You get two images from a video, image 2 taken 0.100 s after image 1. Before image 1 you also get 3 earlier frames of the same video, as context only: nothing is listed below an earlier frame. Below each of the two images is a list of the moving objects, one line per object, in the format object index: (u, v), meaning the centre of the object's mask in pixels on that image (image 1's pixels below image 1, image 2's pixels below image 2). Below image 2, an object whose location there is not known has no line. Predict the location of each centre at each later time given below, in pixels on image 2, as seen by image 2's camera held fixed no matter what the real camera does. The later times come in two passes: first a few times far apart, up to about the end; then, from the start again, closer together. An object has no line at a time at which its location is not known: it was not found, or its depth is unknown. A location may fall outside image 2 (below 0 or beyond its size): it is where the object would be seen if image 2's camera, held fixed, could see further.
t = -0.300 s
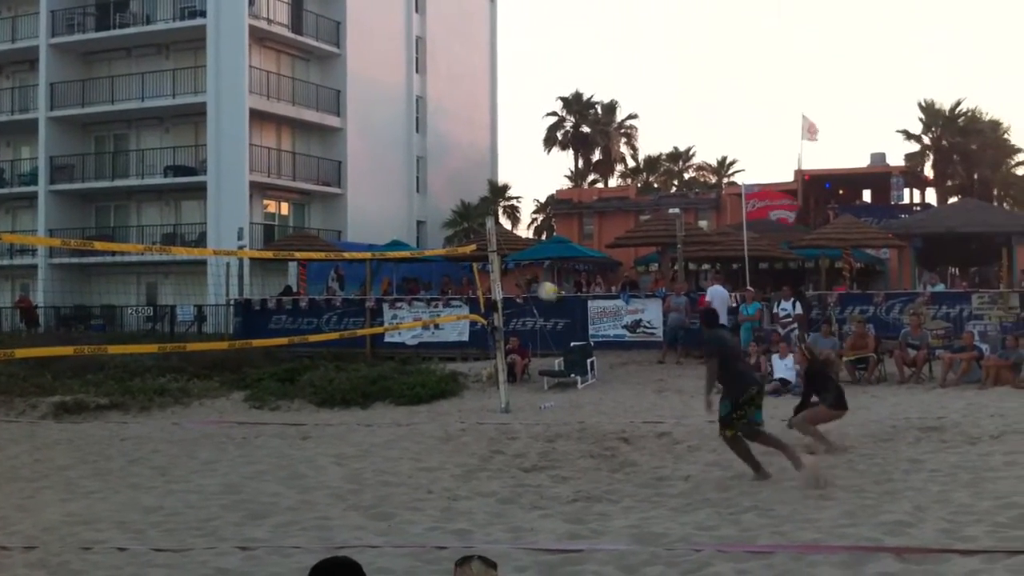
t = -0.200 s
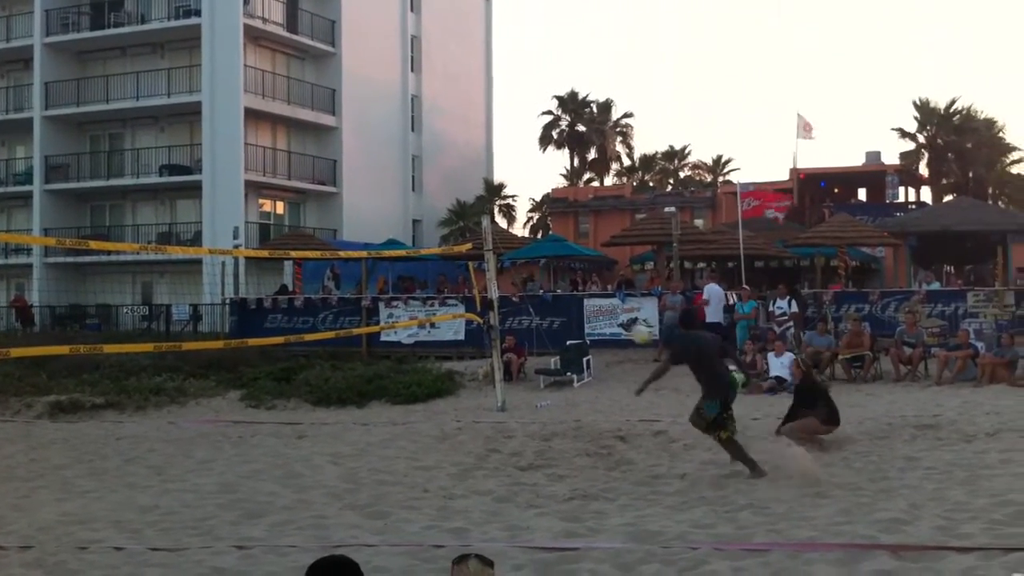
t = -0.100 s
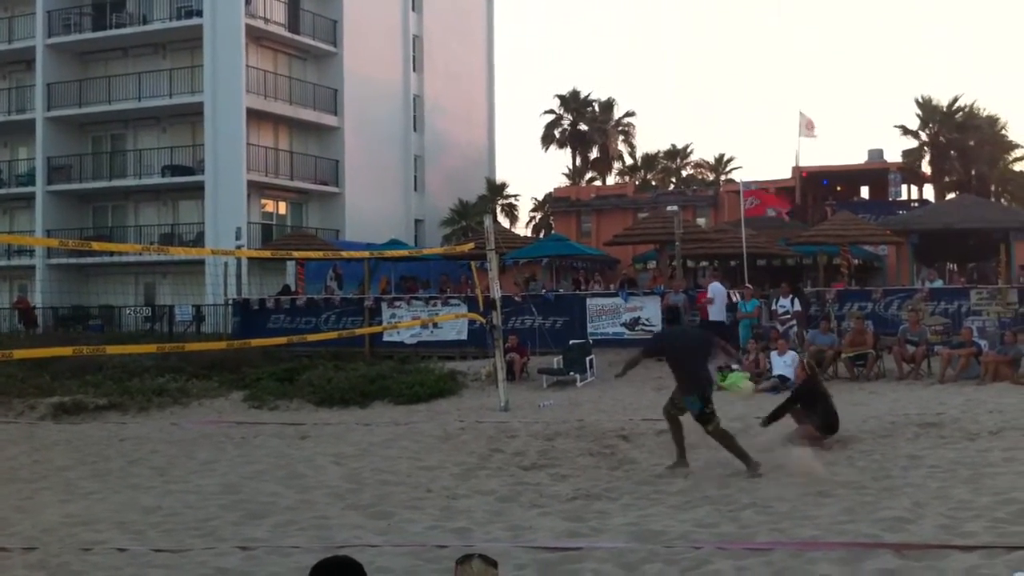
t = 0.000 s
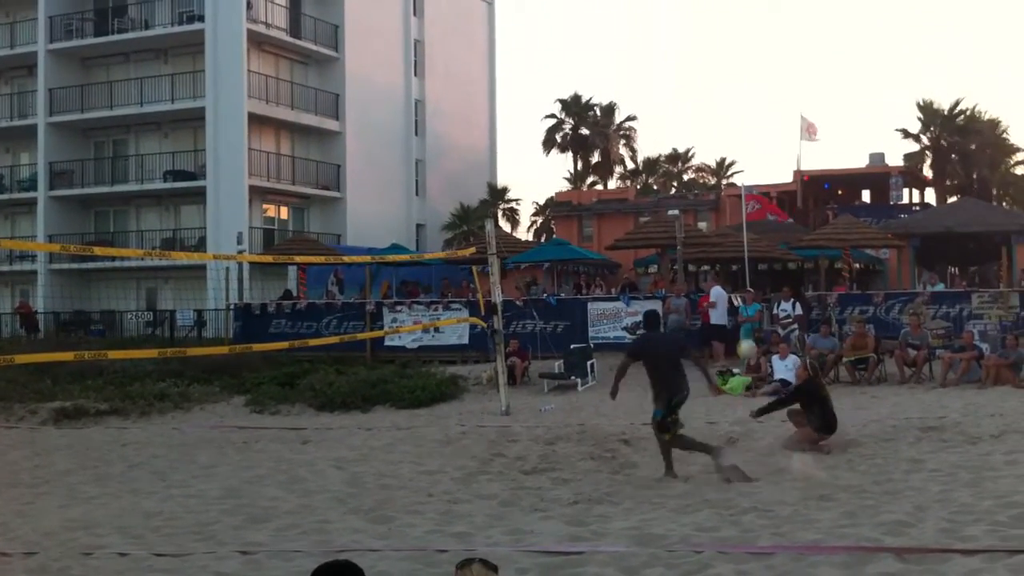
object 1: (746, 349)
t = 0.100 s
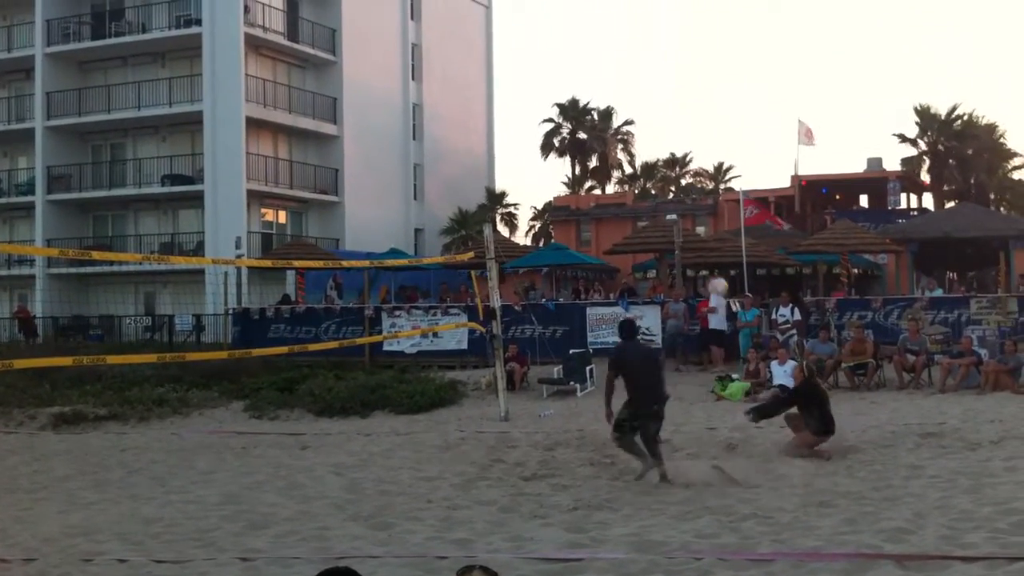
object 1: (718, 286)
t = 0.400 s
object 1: (648, 139)
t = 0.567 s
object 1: (617, 90)
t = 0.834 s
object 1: (575, 58)
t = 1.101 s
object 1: (537, 80)
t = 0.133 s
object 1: (709, 266)
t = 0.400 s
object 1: (648, 139)
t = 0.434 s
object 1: (642, 127)
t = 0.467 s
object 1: (635, 117)
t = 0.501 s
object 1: (629, 107)
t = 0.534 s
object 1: (623, 98)
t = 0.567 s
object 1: (617, 90)
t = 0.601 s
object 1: (611, 83)
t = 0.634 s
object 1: (606, 77)
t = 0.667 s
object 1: (600, 71)
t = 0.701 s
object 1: (595, 67)
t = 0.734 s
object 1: (590, 64)
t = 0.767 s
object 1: (584, 61)
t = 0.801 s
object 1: (580, 58)
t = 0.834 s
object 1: (575, 58)
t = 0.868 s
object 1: (570, 58)
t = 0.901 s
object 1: (565, 58)
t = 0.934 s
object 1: (561, 60)
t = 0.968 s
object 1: (555, 62)
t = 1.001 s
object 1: (551, 65)
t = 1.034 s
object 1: (547, 70)
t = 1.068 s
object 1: (542, 74)
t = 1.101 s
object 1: (537, 80)
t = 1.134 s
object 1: (533, 87)
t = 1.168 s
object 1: (529, 94)
